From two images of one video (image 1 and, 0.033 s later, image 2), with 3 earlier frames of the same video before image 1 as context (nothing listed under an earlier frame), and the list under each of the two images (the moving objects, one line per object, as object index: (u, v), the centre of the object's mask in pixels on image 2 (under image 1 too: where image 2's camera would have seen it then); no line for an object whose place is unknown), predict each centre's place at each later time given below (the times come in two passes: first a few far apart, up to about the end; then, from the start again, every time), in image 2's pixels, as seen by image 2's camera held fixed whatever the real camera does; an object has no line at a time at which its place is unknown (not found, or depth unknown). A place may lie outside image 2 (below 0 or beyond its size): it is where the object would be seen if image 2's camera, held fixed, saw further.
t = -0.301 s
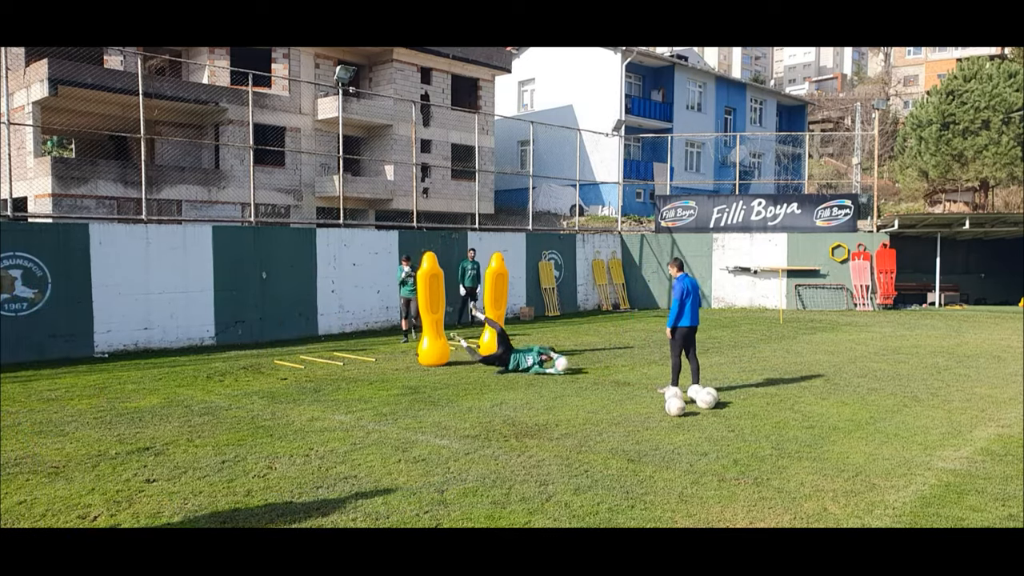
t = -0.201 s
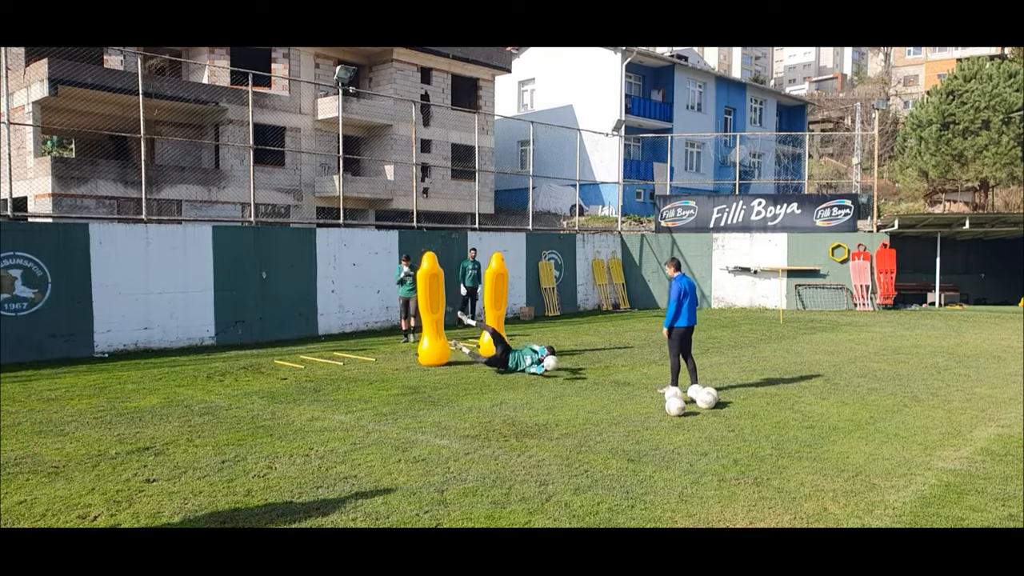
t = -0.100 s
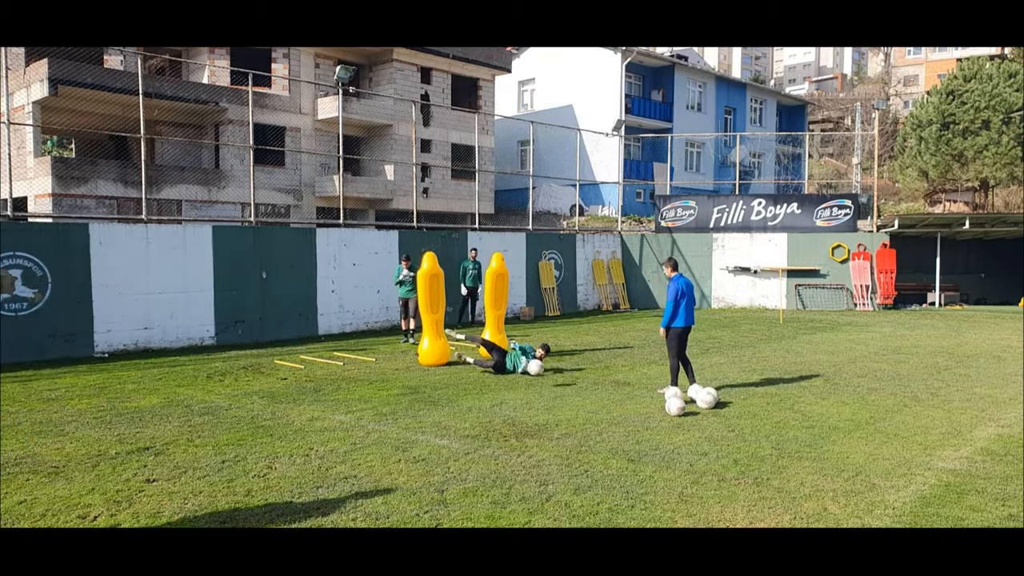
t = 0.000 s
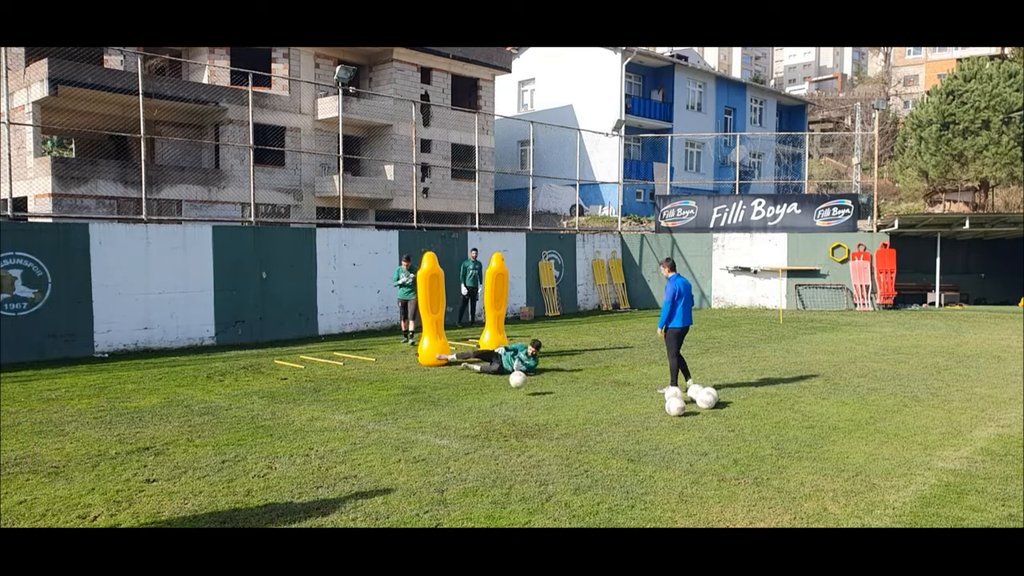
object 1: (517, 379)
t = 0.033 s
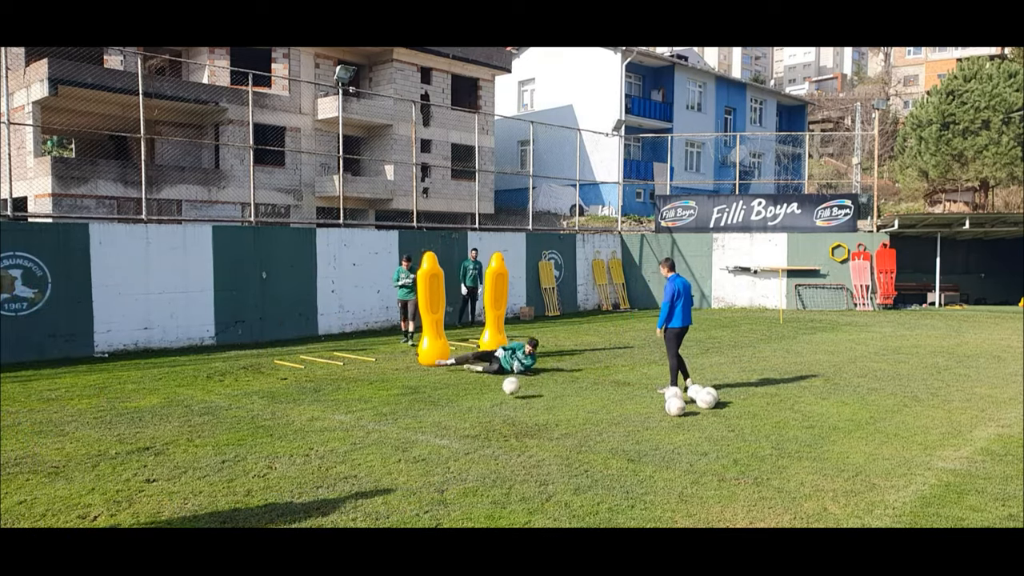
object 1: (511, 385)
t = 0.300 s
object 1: (466, 407)
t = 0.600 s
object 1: (410, 433)
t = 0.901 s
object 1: (340, 463)
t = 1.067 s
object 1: (292, 479)
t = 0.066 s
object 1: (504, 393)
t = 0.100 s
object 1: (498, 395)
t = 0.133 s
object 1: (493, 394)
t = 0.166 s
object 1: (488, 395)
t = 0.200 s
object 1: (483, 396)
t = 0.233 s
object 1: (477, 399)
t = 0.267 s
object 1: (472, 402)
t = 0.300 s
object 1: (466, 407)
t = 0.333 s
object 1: (460, 412)
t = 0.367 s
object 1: (454, 413)
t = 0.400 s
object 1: (449, 414)
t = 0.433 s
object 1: (443, 414)
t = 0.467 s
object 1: (436, 417)
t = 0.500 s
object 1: (430, 420)
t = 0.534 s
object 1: (424, 425)
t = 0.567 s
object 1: (417, 431)
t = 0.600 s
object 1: (410, 433)
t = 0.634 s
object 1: (404, 435)
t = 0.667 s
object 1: (396, 437)
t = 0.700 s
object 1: (389, 441)
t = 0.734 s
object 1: (380, 446)
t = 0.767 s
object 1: (373, 449)
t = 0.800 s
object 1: (365, 452)
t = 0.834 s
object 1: (356, 456)
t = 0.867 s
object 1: (348, 459)
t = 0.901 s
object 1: (340, 463)
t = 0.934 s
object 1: (330, 467)
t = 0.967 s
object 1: (321, 470)
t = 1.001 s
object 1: (312, 474)
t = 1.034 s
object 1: (302, 476)
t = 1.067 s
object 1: (292, 479)
